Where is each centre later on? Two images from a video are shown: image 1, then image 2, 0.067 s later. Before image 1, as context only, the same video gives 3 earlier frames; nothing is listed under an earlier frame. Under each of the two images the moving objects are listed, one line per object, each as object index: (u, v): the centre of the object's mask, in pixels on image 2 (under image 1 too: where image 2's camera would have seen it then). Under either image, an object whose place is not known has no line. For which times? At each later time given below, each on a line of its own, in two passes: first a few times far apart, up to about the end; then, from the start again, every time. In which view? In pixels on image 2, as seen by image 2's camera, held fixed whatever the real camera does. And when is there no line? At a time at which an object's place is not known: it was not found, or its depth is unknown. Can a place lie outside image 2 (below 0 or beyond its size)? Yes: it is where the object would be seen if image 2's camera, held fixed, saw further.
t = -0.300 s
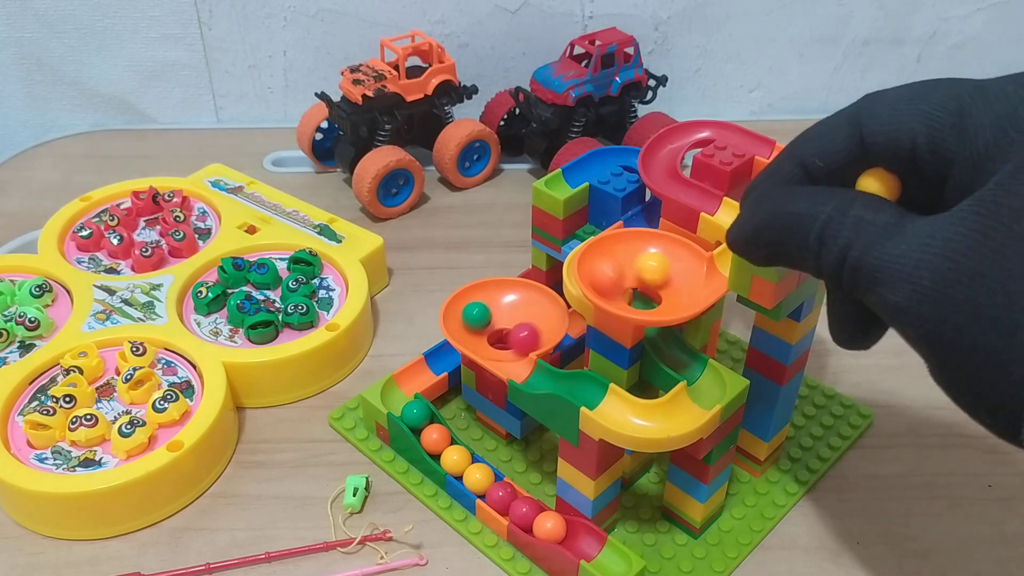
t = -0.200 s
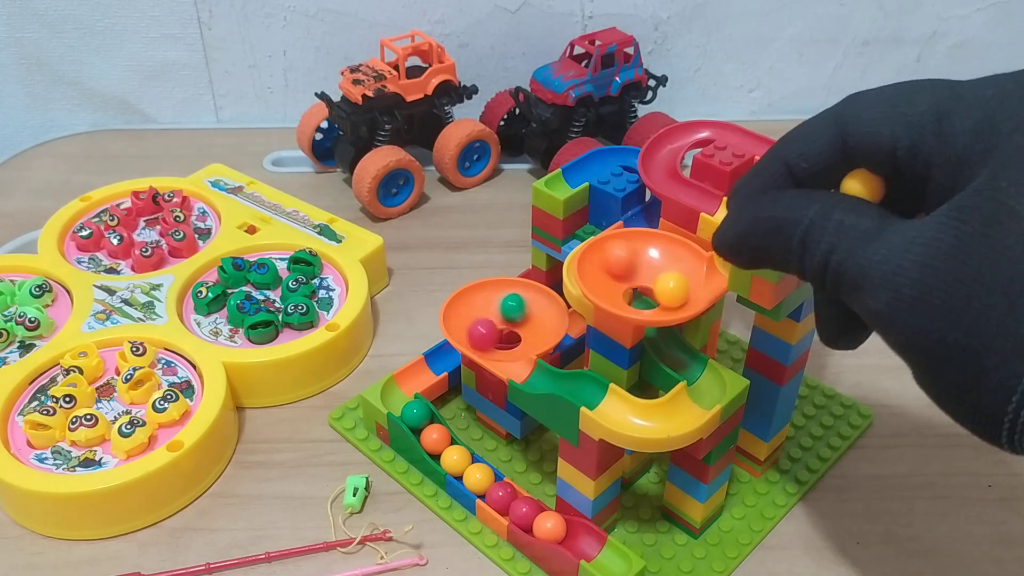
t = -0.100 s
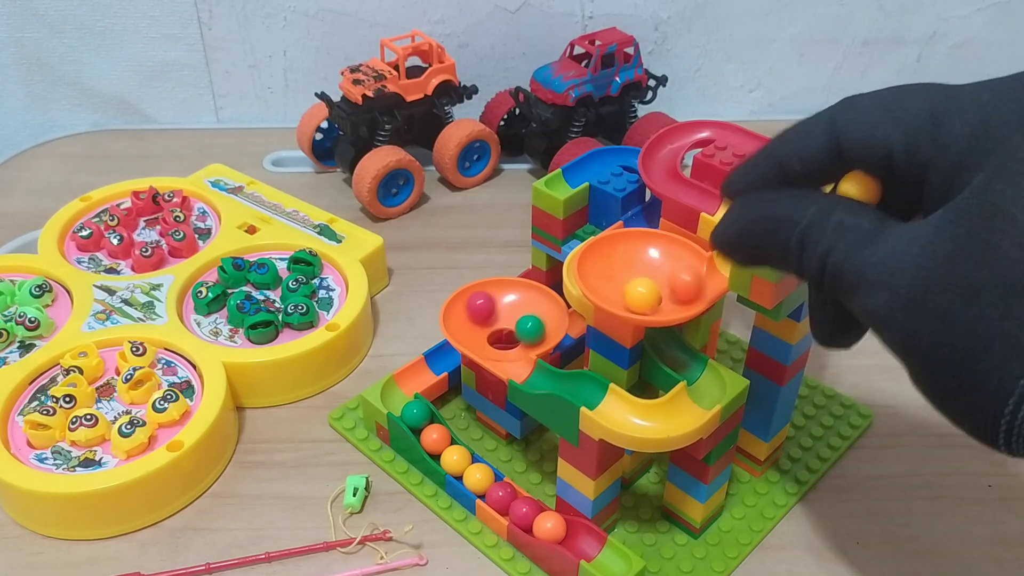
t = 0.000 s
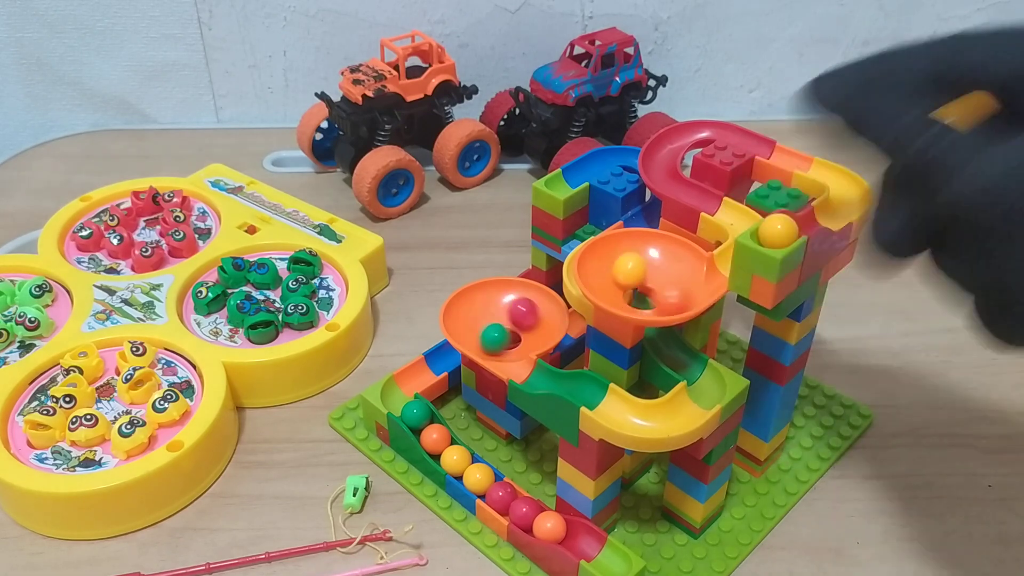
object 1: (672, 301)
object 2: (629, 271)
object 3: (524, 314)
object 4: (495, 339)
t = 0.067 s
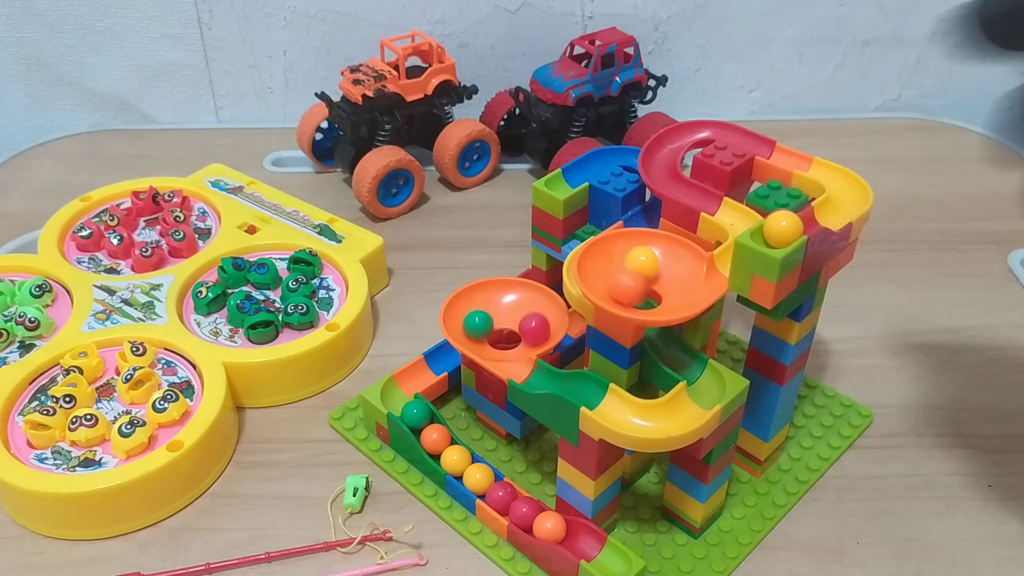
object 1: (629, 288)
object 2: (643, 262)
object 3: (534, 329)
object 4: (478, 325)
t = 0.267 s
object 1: (671, 279)
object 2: (652, 299)
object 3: (475, 318)
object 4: (529, 322)
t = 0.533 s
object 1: (635, 288)
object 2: (672, 278)
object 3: (519, 338)
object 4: (490, 312)
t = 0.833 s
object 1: (689, 364)
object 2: (632, 282)
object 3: (525, 318)
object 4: (488, 334)
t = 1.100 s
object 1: (596, 394)
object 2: (637, 293)
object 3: (481, 316)
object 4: (521, 331)
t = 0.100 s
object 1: (613, 273)
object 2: (651, 270)
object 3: (528, 336)
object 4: (480, 317)
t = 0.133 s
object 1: (608, 258)
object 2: (659, 277)
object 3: (515, 340)
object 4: (488, 310)
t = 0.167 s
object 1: (613, 253)
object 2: (664, 285)
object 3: (503, 340)
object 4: (501, 308)
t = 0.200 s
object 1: (625, 259)
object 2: (665, 293)
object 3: (488, 335)
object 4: (514, 309)
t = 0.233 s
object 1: (645, 270)
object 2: (660, 298)
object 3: (477, 326)
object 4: (525, 315)
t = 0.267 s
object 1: (671, 279)
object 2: (652, 299)
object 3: (475, 318)
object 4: (529, 322)
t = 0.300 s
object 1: (679, 286)
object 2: (645, 299)
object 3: (479, 311)
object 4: (527, 330)
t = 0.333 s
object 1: (683, 289)
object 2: (638, 297)
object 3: (490, 309)
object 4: (518, 337)
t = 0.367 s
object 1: (679, 294)
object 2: (633, 292)
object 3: (504, 309)
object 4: (506, 340)
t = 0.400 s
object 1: (666, 298)
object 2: (633, 285)
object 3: (519, 314)
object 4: (495, 338)
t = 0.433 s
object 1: (656, 298)
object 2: (641, 274)
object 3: (530, 321)
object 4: (486, 333)
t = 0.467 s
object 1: (647, 297)
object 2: (657, 271)
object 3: (533, 327)
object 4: (481, 326)
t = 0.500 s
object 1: (640, 293)
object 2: (668, 275)
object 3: (530, 333)
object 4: (482, 318)
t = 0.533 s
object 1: (635, 288)
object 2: (672, 278)
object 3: (519, 338)
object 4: (490, 312)
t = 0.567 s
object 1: (638, 279)
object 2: (674, 283)
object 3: (506, 339)
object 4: (501, 308)
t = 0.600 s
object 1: (640, 276)
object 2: (672, 289)
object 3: (494, 336)
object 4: (513, 309)
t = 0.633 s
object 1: (639, 275)
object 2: (664, 295)
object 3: (482, 329)
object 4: (521, 314)
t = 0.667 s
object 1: (638, 278)
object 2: (655, 298)
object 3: (478, 320)
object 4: (526, 322)
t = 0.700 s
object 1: (636, 278)
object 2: (646, 299)
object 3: (480, 314)
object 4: (524, 330)
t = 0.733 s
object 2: (639, 298)
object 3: (489, 310)
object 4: (516, 336)
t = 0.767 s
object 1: (655, 332)
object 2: (632, 295)
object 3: (501, 309)
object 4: (506, 339)
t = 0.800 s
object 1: (667, 344)
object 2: (629, 289)
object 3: (515, 313)
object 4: (496, 338)
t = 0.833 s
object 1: (689, 364)
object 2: (632, 282)
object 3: (525, 318)
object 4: (488, 334)
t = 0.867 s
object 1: (708, 383)
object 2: (645, 276)
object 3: (530, 325)
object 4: (484, 327)
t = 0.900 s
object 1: (699, 396)
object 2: (659, 276)
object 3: (529, 331)
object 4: (486, 319)
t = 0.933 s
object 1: (685, 408)
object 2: (671, 277)
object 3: (521, 337)
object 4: (493, 313)
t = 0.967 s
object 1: (666, 416)
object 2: (675, 281)
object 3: (510, 339)
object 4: (504, 309)
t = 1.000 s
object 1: (645, 418)
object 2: (673, 286)
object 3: (501, 338)
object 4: (515, 310)
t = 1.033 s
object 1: (625, 412)
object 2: (664, 292)
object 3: (488, 333)
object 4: (522, 315)
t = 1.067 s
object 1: (608, 403)
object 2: (651, 294)
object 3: (481, 324)
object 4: (525, 322)
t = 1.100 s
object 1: (596, 394)
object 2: (637, 293)
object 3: (481, 316)
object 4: (521, 331)
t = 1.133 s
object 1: (586, 387)
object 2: (627, 286)
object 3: (486, 312)
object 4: (511, 336)
